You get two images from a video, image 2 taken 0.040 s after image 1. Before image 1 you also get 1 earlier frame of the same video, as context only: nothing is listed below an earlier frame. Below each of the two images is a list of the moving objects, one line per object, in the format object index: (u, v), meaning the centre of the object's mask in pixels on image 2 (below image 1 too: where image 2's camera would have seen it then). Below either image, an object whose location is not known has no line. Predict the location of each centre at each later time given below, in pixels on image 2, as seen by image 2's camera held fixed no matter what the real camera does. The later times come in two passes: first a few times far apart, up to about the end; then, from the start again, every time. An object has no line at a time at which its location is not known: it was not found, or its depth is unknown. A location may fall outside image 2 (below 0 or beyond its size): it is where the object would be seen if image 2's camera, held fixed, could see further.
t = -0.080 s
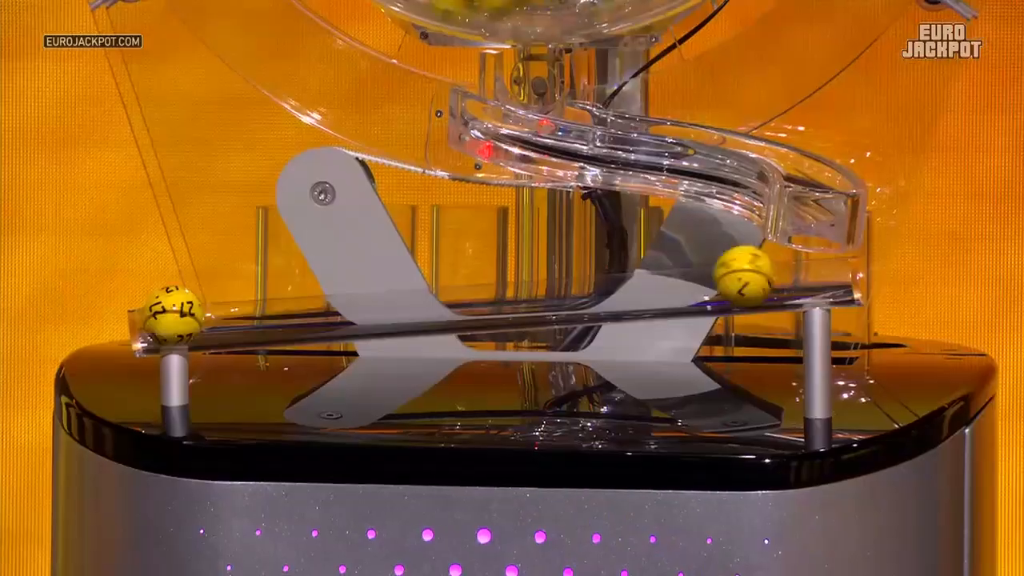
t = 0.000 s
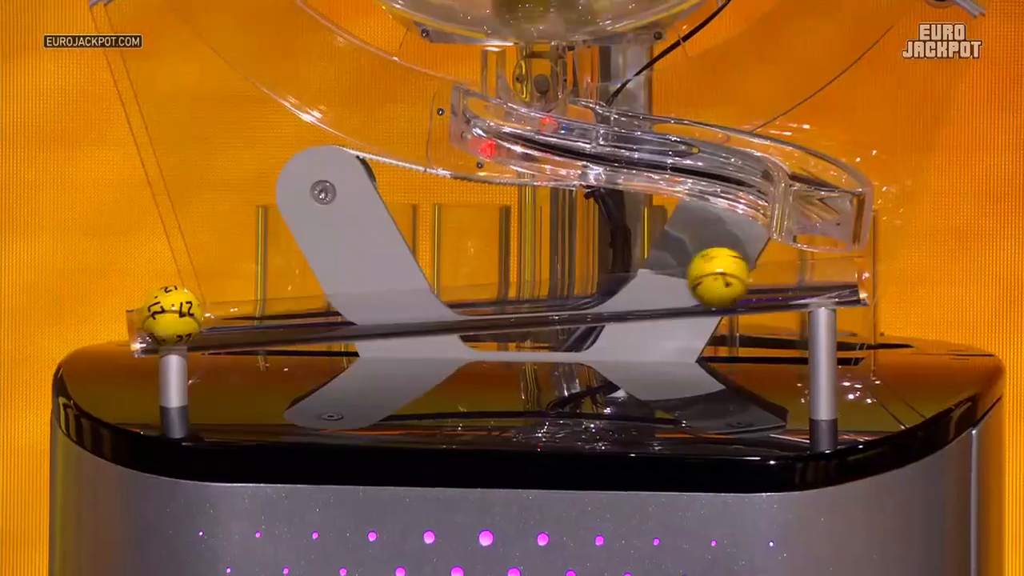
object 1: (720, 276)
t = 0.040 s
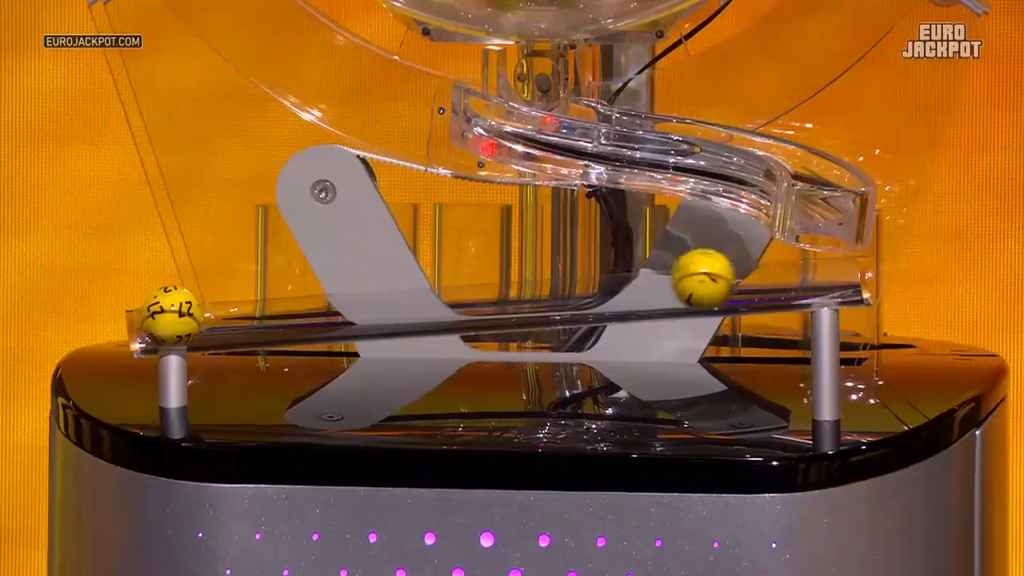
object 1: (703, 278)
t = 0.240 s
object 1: (599, 285)
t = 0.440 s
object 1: (474, 295)
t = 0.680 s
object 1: (288, 308)
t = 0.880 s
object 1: (291, 308)
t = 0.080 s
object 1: (684, 279)
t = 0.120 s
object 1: (665, 281)
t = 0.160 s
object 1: (643, 282)
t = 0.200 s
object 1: (622, 284)
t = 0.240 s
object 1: (599, 285)
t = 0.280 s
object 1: (577, 287)
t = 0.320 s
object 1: (552, 289)
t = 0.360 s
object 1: (526, 290)
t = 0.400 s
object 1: (501, 293)
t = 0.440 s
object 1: (474, 295)
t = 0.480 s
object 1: (444, 297)
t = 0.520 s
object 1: (414, 299)
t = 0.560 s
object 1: (385, 301)
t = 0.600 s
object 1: (353, 303)
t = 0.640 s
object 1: (323, 305)
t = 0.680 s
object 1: (288, 308)
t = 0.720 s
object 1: (254, 310)
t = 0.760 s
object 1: (237, 309)
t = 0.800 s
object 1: (262, 308)
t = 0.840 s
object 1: (278, 308)
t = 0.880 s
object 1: (291, 308)
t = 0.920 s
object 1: (304, 307)
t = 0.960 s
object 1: (315, 306)
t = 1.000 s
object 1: (325, 305)
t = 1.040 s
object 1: (333, 305)
